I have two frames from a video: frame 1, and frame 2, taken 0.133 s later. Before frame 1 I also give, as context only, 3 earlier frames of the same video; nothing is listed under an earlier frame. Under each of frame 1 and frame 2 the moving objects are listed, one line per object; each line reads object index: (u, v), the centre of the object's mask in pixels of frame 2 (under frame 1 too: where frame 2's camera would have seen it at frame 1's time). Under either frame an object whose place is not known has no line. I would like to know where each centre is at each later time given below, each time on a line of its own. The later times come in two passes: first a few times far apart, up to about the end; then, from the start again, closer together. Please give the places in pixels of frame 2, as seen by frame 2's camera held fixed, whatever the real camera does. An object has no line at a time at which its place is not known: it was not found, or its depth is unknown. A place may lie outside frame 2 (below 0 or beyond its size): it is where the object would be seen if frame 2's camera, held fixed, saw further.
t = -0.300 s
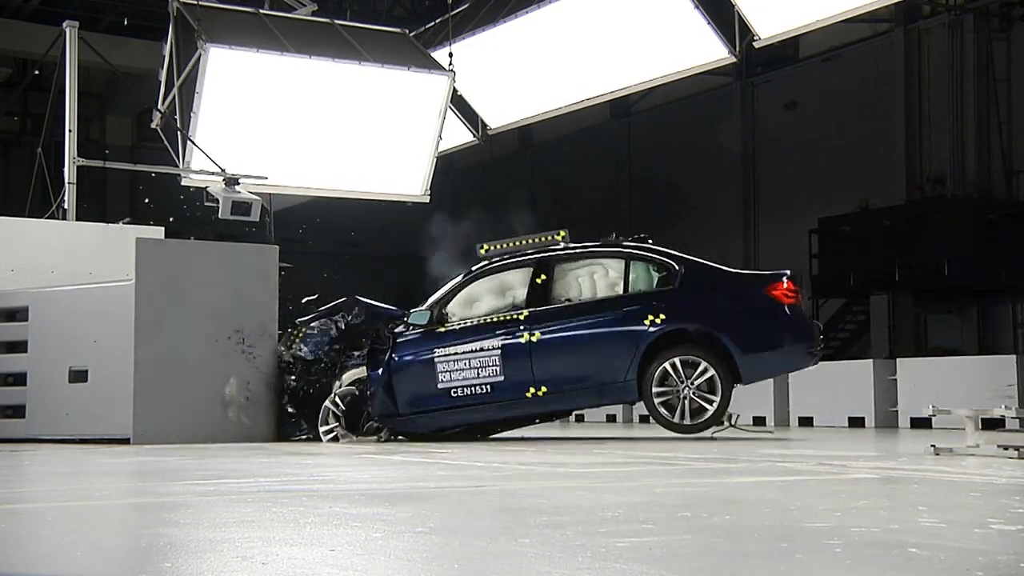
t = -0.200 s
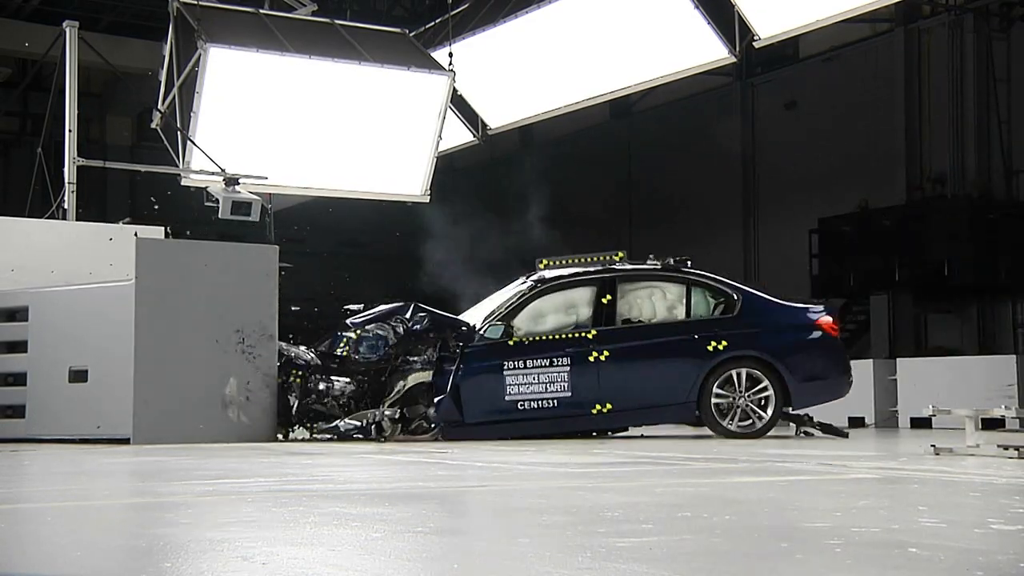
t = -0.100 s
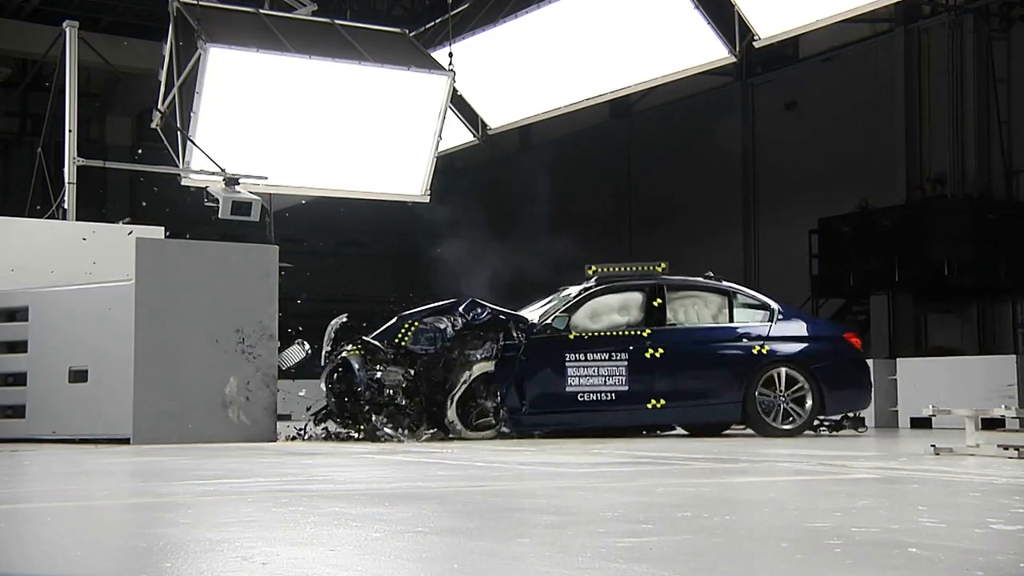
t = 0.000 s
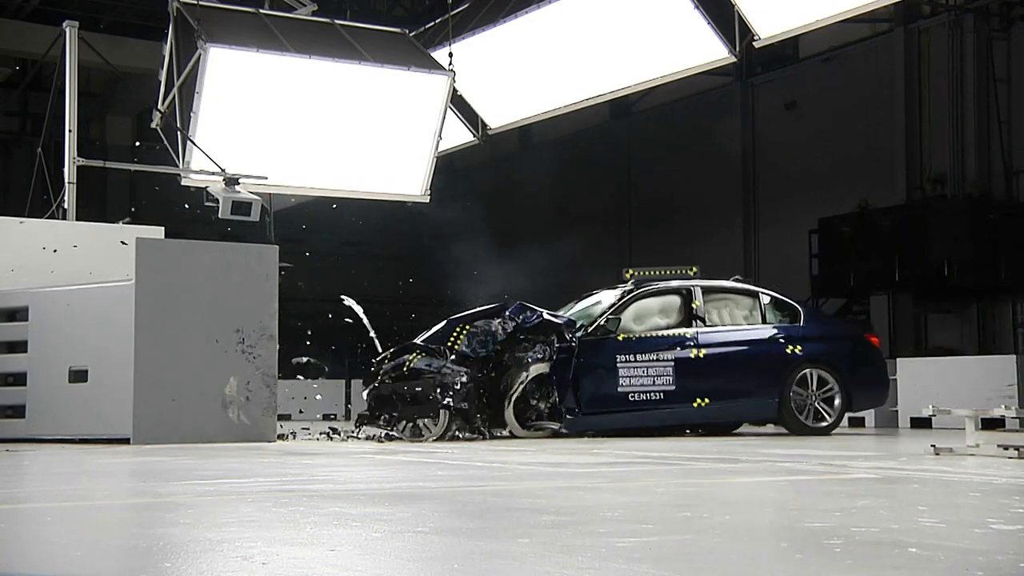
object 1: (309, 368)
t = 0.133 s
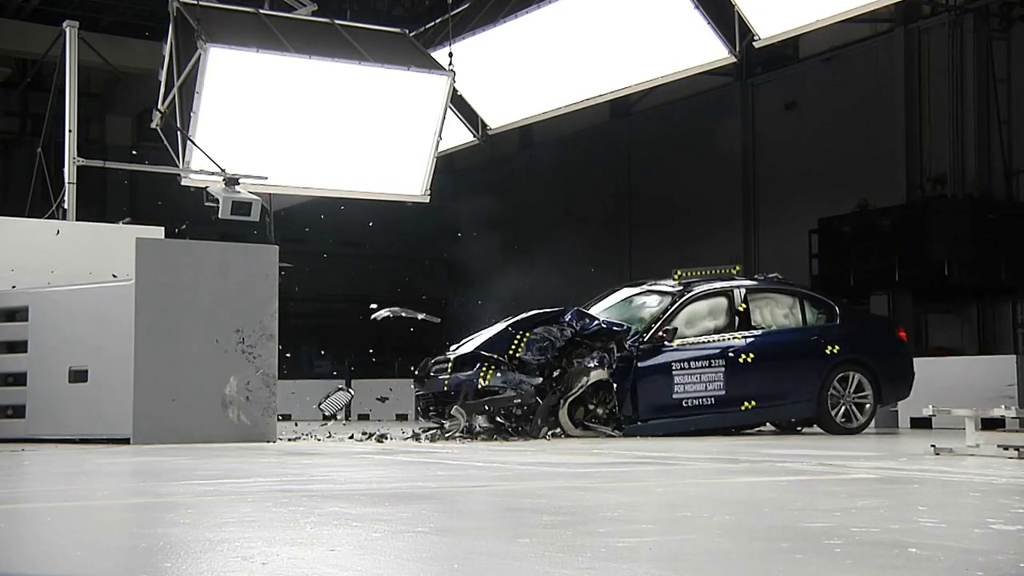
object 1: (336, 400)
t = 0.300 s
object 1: (360, 420)
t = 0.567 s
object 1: (395, 416)
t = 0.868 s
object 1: (412, 427)
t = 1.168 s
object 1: (422, 431)
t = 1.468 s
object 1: (428, 433)
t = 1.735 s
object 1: (428, 433)
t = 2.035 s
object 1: (428, 433)
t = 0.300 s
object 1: (360, 420)
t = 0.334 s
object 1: (365, 415)
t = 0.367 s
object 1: (368, 414)
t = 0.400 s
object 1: (372, 413)
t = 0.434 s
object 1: (375, 415)
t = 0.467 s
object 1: (379, 415)
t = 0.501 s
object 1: (382, 418)
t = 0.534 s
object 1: (385, 418)
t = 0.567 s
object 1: (395, 416)
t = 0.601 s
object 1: (397, 420)
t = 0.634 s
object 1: (397, 425)
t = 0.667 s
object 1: (400, 428)
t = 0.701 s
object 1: (402, 429)
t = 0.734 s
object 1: (403, 429)
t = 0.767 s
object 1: (405, 428)
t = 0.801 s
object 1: (407, 428)
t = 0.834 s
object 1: (410, 426)
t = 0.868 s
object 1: (412, 427)
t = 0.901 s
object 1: (413, 428)
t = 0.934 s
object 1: (414, 428)
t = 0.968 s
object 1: (416, 429)
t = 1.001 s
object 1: (417, 429)
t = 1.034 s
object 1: (417, 432)
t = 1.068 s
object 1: (420, 432)
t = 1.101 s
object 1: (426, 431)
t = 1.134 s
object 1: (420, 430)
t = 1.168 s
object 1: (422, 431)
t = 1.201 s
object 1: (422, 432)
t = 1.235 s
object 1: (423, 432)
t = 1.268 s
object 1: (425, 433)
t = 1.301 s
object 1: (426, 433)
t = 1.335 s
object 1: (426, 433)
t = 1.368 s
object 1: (427, 433)
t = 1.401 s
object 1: (427, 433)
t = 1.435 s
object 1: (427, 433)
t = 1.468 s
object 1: (428, 433)
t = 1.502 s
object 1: (428, 433)
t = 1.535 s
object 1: (427, 433)
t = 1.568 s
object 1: (427, 433)
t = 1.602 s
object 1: (428, 433)
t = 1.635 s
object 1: (428, 433)
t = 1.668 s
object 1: (428, 433)
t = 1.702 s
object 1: (428, 433)
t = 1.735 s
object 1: (428, 433)
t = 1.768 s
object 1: (428, 433)
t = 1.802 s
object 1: (427, 433)
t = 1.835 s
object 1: (428, 433)
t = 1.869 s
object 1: (428, 433)
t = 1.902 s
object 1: (428, 433)
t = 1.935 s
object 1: (428, 433)
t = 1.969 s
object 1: (428, 433)
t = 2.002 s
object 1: (428, 433)
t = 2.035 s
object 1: (428, 433)
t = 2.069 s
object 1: (428, 433)
